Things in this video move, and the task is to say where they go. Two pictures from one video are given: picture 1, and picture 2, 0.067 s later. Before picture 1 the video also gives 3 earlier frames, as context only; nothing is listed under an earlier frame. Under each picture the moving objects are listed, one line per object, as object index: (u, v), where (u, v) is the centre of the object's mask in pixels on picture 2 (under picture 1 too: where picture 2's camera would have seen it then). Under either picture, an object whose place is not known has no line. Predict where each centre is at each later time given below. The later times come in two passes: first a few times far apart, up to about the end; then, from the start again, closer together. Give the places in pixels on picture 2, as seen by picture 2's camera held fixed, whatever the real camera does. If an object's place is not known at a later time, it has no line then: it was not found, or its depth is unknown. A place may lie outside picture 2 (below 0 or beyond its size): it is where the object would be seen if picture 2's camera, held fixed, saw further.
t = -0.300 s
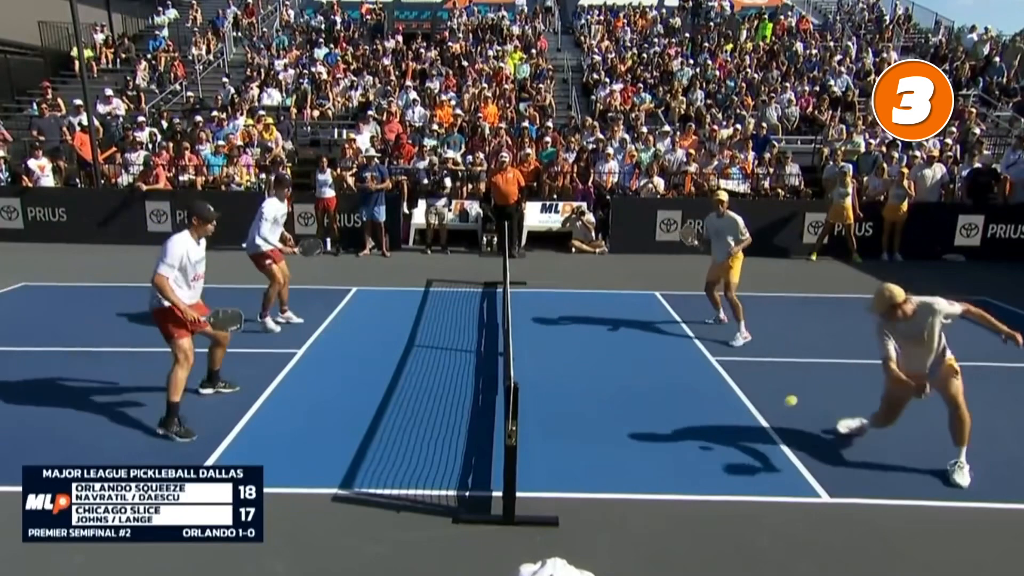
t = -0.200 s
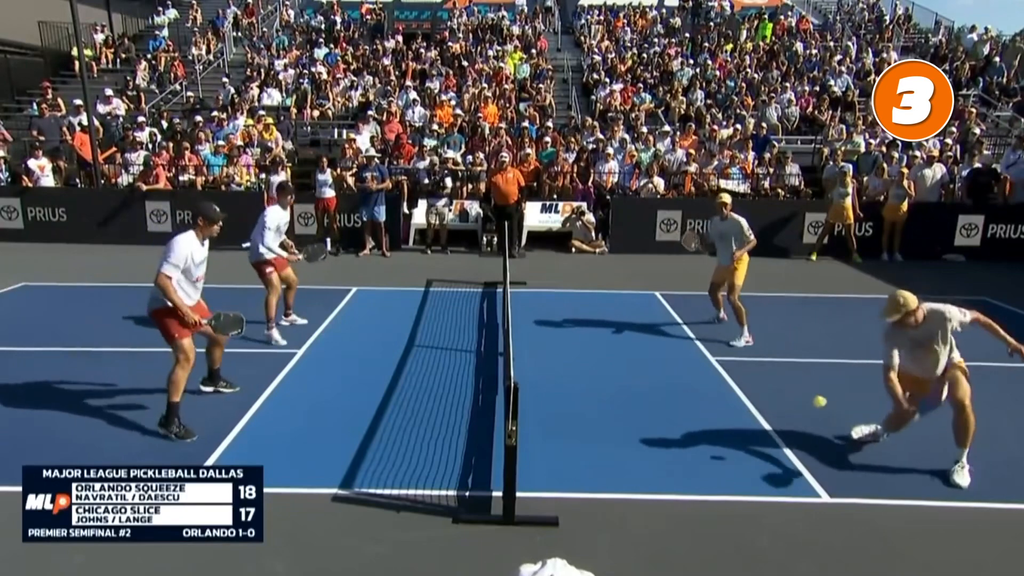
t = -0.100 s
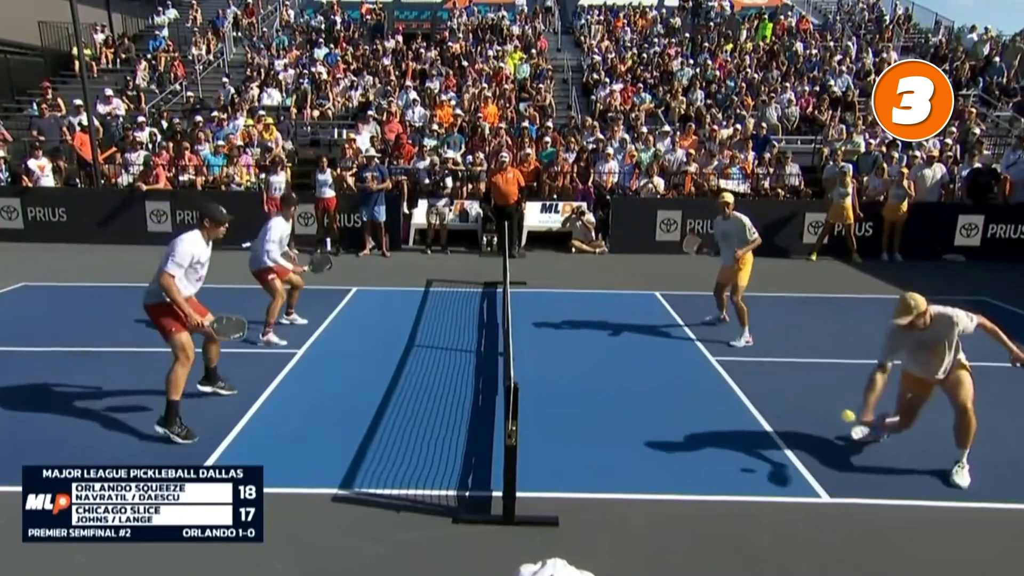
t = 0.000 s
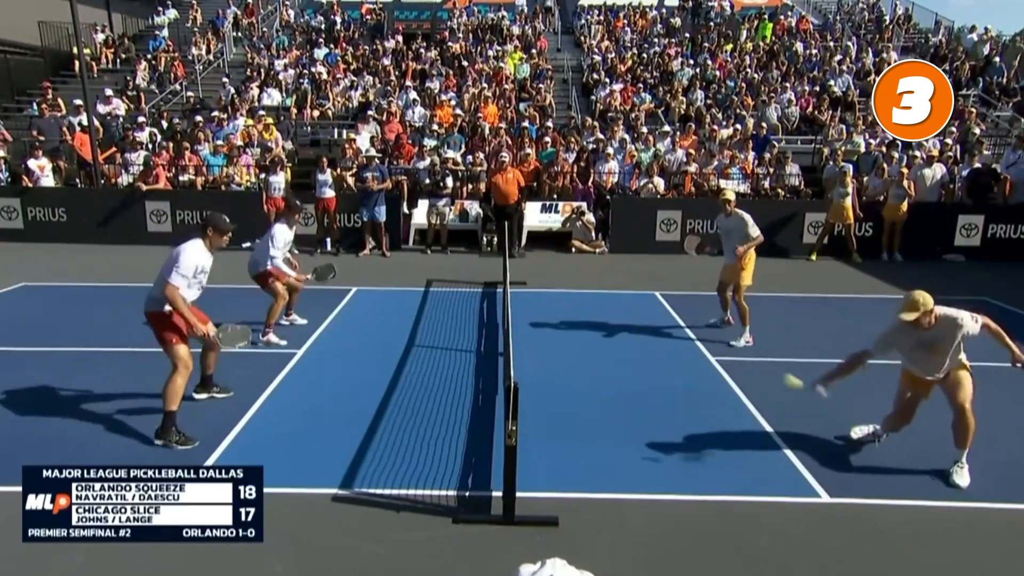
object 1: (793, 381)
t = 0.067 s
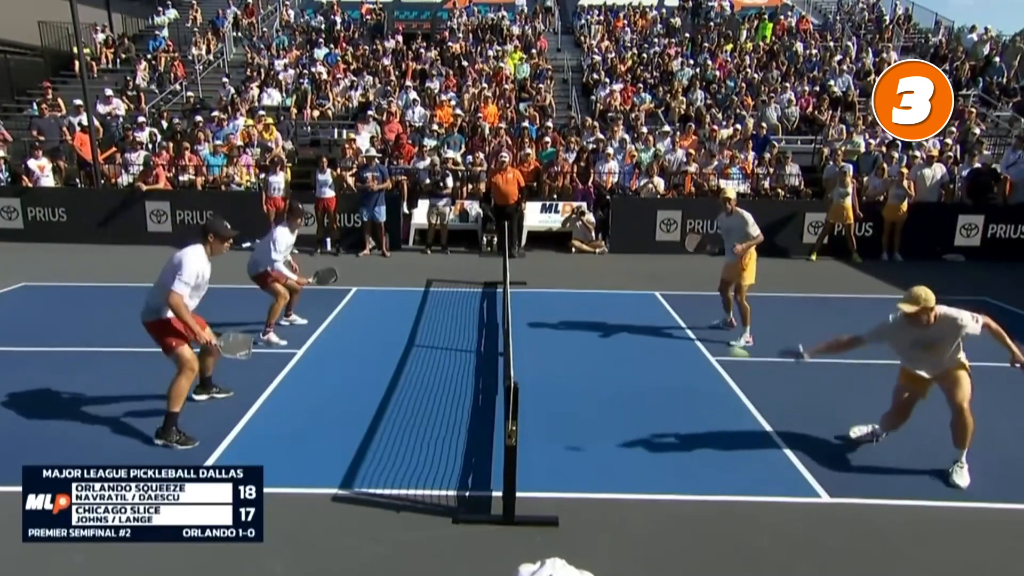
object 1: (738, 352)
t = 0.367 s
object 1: (520, 301)
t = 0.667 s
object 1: (344, 356)
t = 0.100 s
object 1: (711, 340)
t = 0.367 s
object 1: (520, 301)
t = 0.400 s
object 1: (496, 303)
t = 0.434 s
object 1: (476, 305)
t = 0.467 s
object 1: (455, 310)
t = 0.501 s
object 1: (435, 314)
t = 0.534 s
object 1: (415, 321)
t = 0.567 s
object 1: (397, 328)
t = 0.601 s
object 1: (378, 336)
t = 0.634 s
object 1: (360, 345)
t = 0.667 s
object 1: (344, 356)
